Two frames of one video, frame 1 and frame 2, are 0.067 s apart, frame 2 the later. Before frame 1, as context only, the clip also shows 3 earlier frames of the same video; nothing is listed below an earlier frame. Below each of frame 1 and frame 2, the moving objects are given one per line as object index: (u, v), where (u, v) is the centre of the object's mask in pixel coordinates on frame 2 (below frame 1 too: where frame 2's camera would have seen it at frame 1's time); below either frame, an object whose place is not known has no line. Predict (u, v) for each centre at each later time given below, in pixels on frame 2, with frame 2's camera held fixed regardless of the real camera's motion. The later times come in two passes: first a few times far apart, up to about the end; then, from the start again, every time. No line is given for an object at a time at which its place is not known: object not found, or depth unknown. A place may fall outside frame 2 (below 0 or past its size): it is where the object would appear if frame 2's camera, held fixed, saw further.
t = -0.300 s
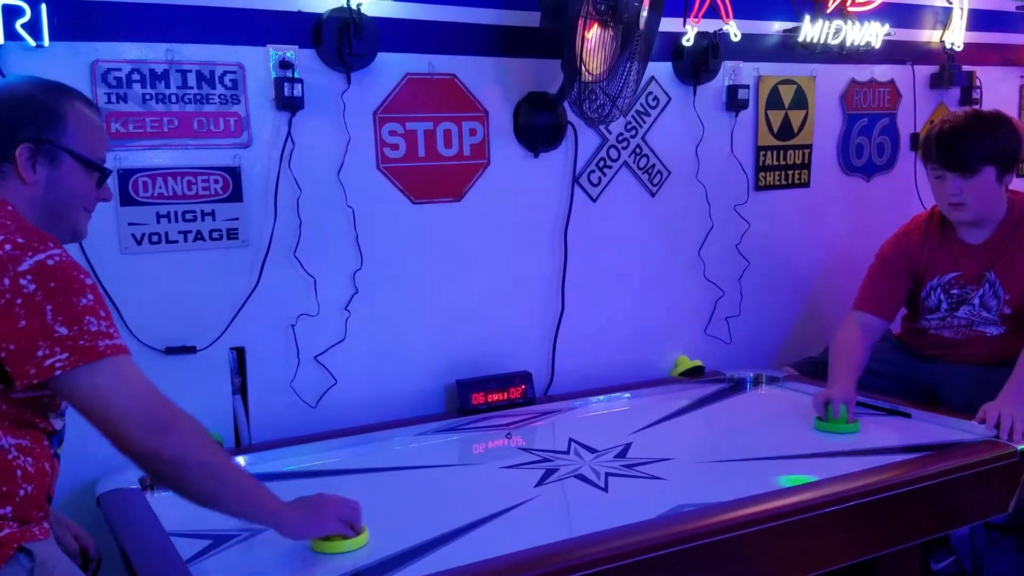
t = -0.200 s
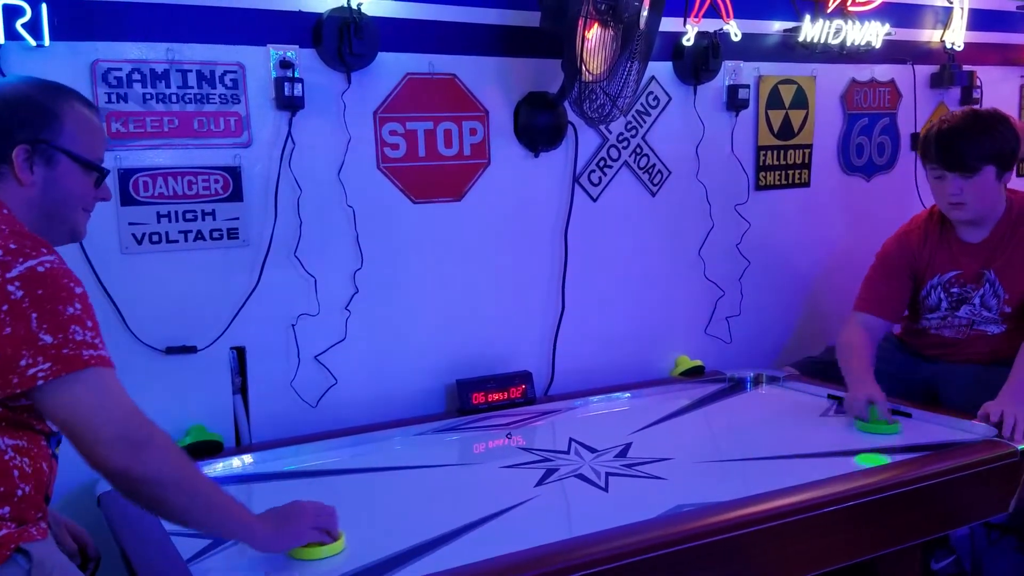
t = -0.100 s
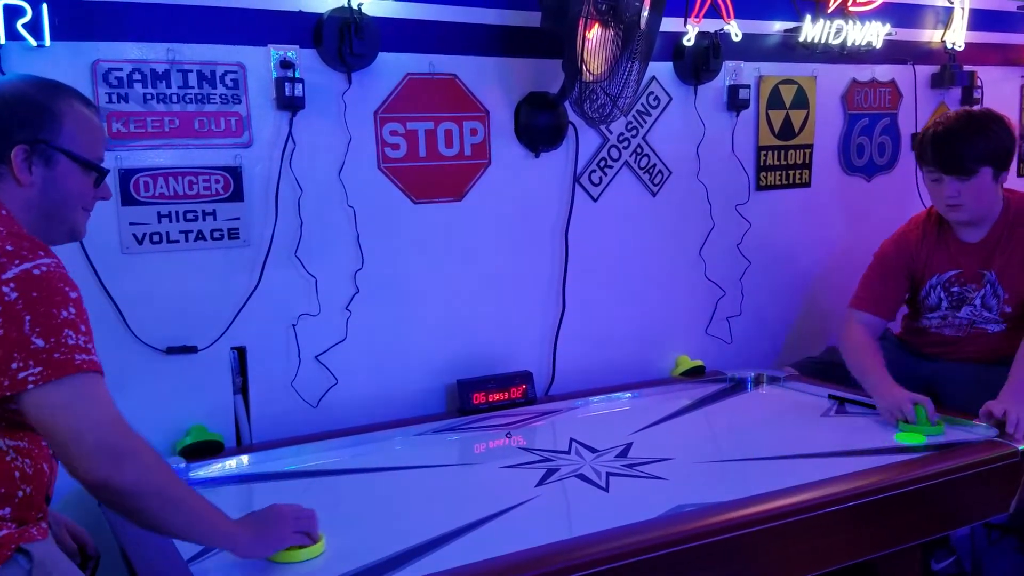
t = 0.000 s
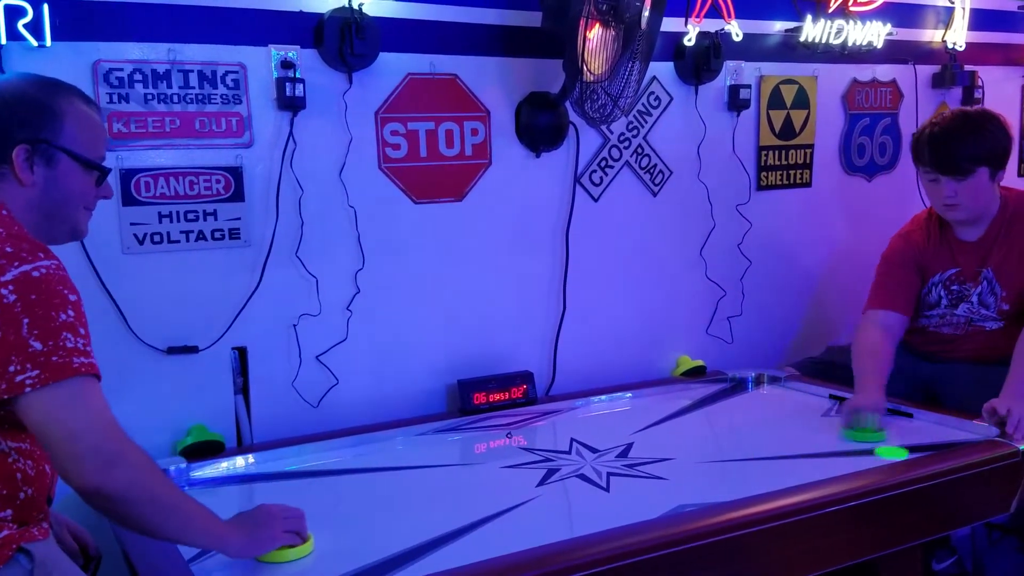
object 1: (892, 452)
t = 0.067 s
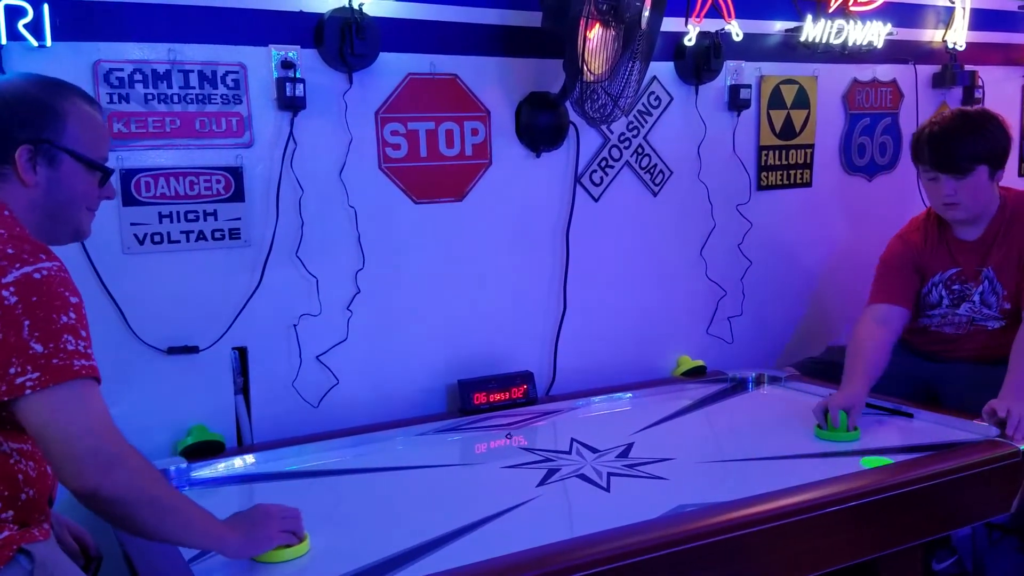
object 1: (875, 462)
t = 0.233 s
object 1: (806, 477)
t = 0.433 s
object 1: (707, 487)
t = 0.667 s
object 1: (590, 494)
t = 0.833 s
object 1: (509, 498)
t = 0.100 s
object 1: (865, 465)
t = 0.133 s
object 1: (854, 470)
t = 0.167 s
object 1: (839, 472)
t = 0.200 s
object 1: (822, 475)
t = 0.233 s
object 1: (806, 477)
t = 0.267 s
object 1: (790, 480)
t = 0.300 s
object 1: (774, 482)
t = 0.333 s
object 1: (758, 483)
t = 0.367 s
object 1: (741, 484)
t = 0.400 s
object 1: (724, 486)
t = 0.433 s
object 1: (707, 487)
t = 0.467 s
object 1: (690, 488)
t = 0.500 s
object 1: (673, 489)
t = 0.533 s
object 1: (657, 490)
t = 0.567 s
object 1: (640, 491)
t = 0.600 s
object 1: (623, 492)
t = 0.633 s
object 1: (607, 493)
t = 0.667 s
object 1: (590, 494)
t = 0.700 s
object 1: (574, 495)
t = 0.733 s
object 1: (558, 496)
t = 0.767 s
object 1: (542, 497)
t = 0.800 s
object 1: (525, 497)
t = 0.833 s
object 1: (509, 498)
